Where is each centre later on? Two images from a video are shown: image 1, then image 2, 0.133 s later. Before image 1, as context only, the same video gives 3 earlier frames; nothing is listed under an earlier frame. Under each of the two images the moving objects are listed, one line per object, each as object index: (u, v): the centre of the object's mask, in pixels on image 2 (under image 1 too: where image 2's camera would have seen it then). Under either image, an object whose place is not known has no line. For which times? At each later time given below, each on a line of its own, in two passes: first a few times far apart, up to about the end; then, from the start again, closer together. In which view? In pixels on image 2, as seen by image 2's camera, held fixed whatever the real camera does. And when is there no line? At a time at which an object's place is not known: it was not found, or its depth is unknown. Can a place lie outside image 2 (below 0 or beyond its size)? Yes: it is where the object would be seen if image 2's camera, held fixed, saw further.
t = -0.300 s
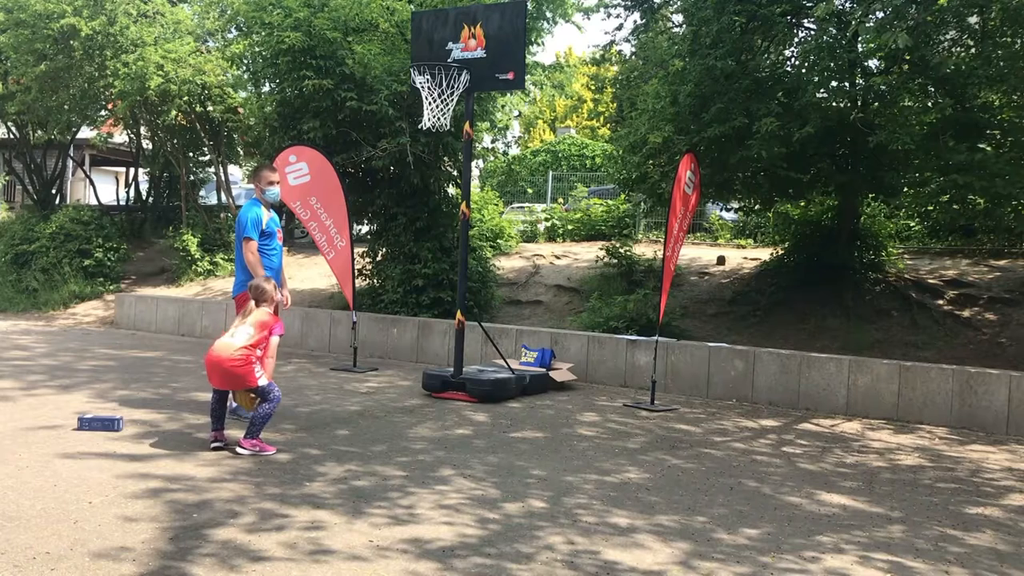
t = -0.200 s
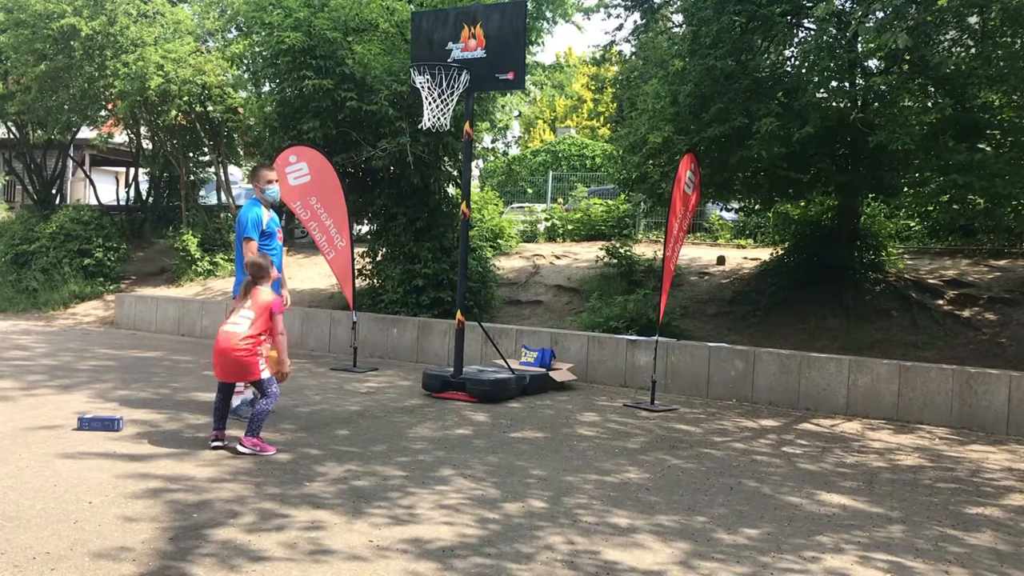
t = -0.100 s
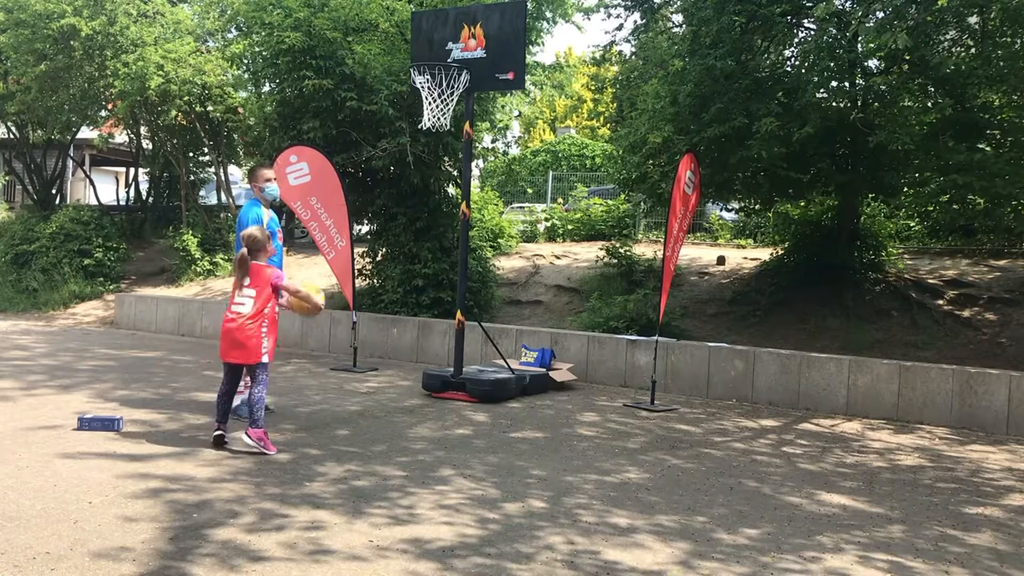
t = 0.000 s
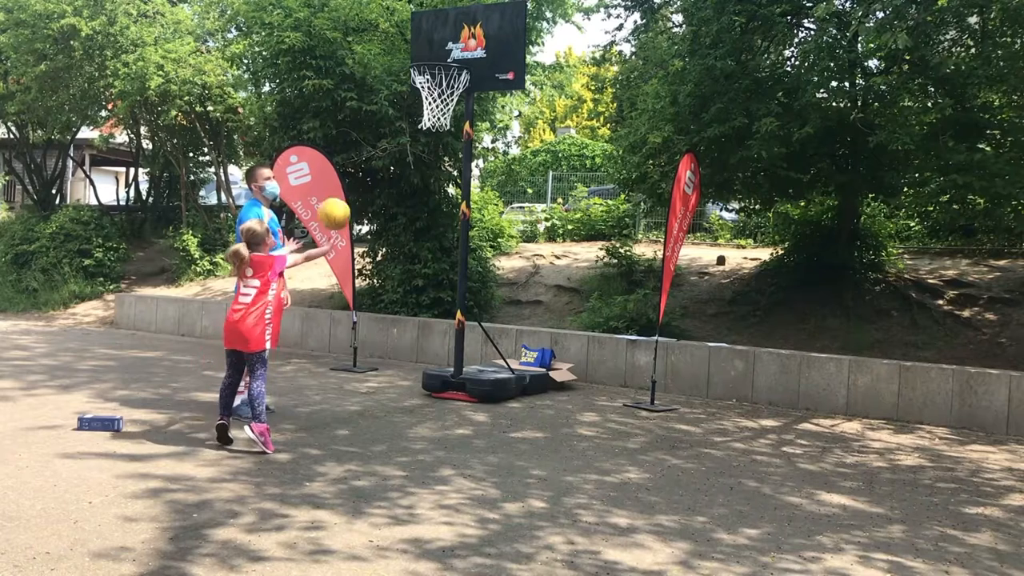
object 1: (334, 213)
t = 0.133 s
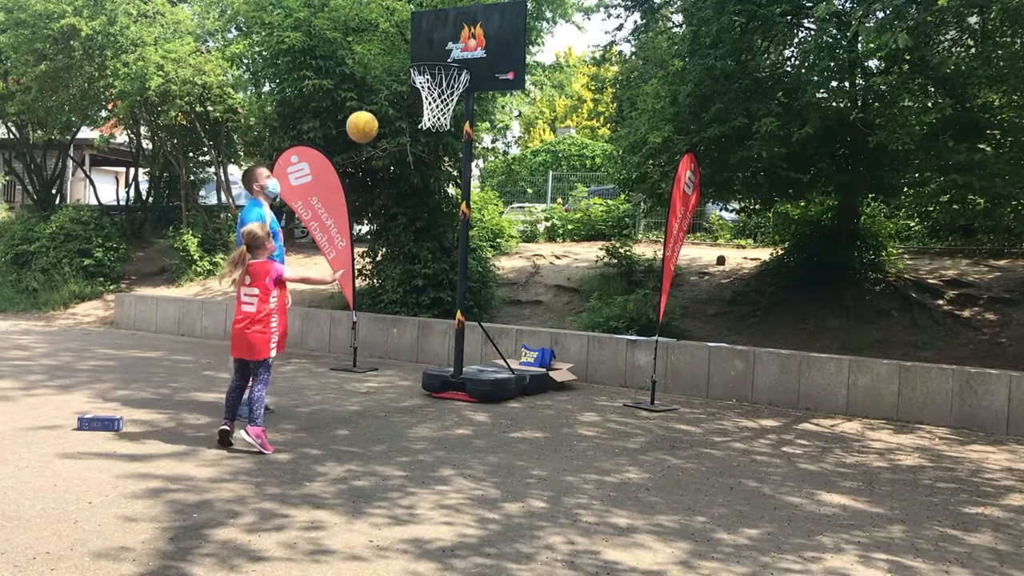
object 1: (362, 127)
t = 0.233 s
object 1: (381, 81)
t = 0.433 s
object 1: (413, 38)
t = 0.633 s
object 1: (437, 51)
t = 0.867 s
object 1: (448, 44)
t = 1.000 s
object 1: (454, 73)
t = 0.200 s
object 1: (375, 94)
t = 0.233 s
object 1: (381, 81)
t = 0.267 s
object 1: (386, 70)
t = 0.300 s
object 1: (392, 60)
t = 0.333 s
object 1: (398, 52)
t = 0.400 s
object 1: (408, 42)
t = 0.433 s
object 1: (413, 38)
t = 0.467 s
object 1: (417, 37)
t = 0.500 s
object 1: (422, 37)
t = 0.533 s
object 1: (426, 38)
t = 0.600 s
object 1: (433, 46)
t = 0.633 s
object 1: (437, 51)
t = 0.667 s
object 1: (439, 47)
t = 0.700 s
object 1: (441, 42)
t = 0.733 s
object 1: (443, 40)
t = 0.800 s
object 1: (446, 39)
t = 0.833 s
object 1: (447, 41)
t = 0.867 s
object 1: (448, 44)
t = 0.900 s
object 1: (450, 49)
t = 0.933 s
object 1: (451, 55)
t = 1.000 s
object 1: (454, 73)
